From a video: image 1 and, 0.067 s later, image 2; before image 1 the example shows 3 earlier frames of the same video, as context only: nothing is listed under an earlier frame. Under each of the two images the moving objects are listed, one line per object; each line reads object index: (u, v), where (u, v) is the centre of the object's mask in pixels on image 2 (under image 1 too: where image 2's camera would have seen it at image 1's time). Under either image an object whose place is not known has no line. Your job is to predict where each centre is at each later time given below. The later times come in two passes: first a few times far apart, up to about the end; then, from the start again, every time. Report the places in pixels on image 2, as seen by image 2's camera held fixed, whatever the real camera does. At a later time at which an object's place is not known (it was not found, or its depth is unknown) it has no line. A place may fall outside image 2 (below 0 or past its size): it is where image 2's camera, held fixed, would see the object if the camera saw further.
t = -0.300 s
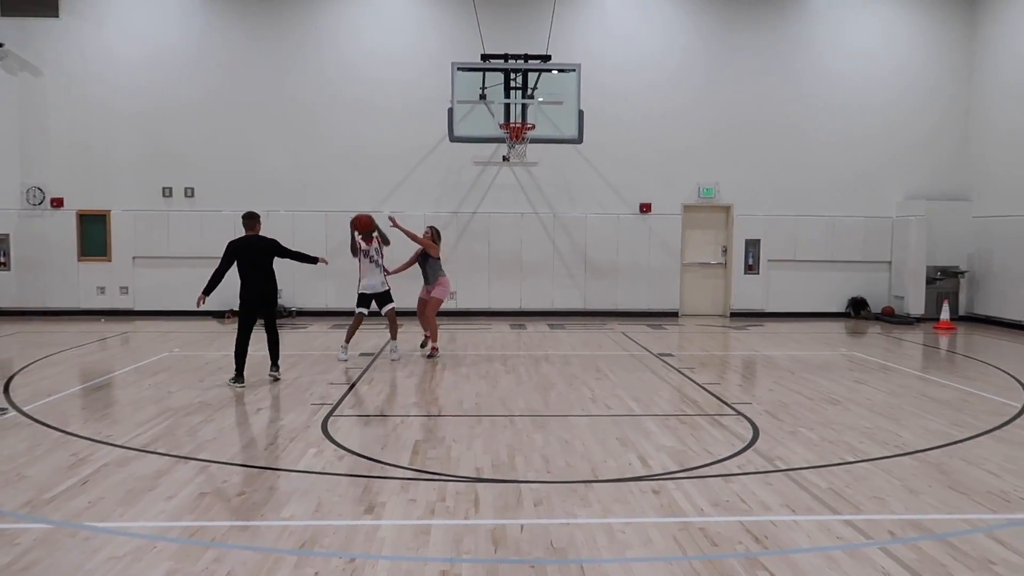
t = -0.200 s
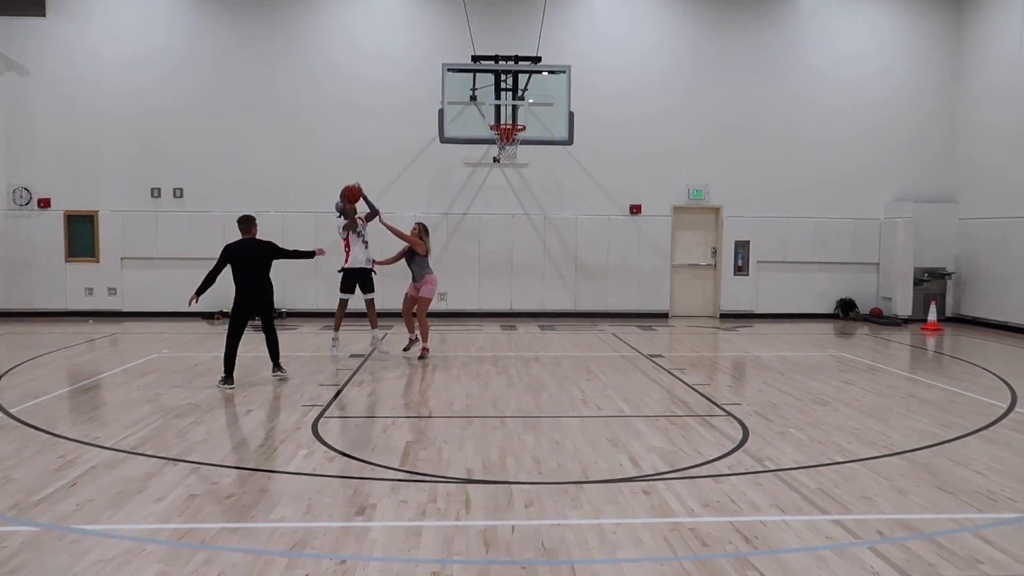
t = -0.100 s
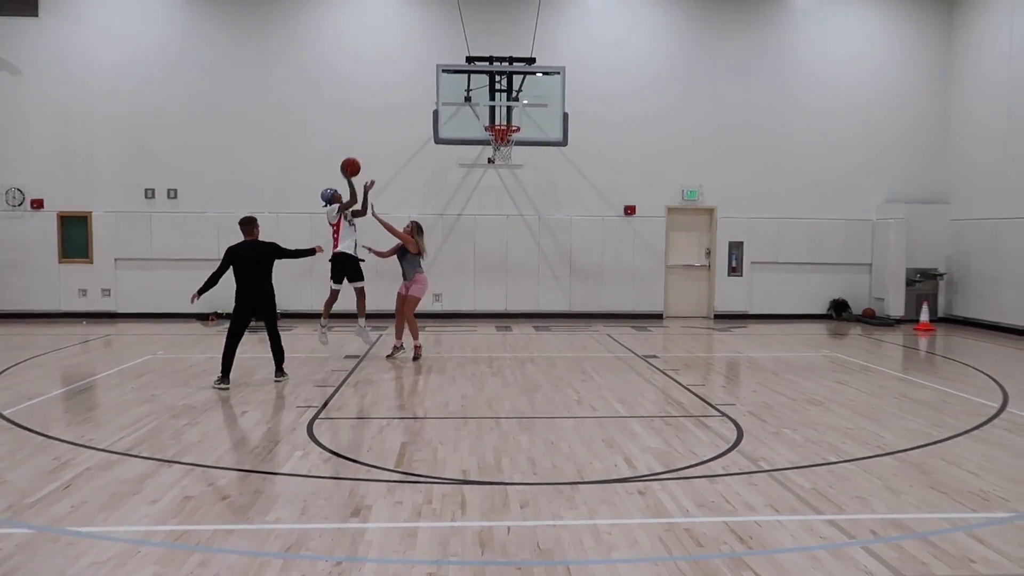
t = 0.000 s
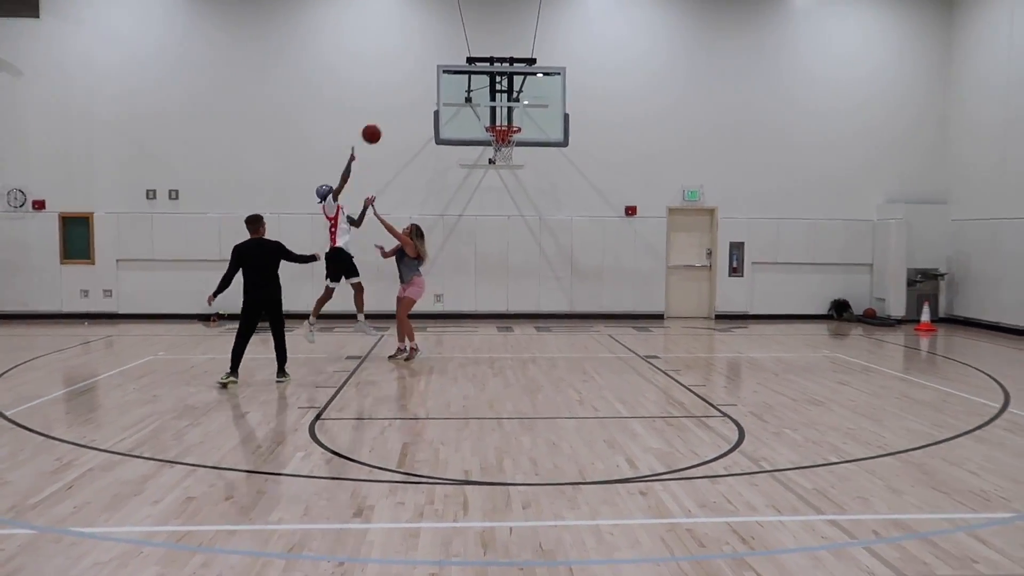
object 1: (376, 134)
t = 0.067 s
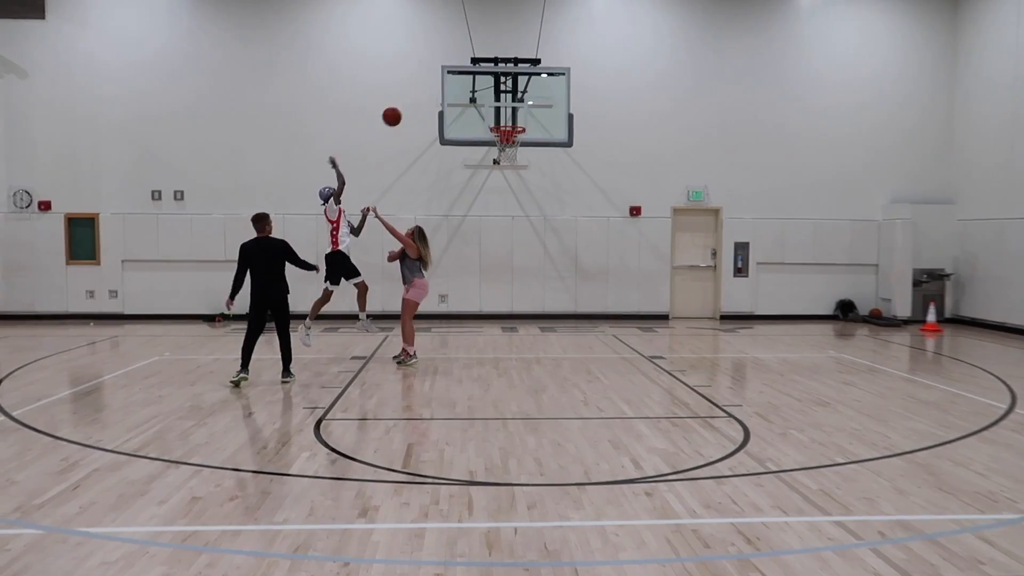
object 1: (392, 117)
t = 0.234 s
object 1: (430, 89)
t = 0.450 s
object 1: (475, 87)
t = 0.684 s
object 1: (520, 119)
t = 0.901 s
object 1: (542, 131)
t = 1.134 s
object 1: (564, 174)
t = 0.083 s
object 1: (396, 113)
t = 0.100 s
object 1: (400, 109)
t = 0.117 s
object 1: (403, 106)
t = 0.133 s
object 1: (407, 103)
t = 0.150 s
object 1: (411, 100)
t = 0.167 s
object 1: (415, 97)
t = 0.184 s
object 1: (419, 95)
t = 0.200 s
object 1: (423, 93)
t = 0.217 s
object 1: (426, 91)
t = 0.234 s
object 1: (430, 89)
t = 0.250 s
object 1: (434, 88)
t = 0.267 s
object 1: (437, 86)
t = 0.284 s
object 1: (441, 85)
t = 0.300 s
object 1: (444, 84)
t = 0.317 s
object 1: (448, 84)
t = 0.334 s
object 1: (451, 84)
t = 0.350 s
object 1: (455, 84)
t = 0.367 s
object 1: (458, 84)
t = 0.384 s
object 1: (462, 84)
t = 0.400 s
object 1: (465, 84)
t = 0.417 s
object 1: (469, 85)
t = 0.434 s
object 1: (472, 86)
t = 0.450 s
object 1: (475, 87)
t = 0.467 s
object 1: (479, 88)
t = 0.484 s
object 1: (482, 89)
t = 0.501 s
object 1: (485, 91)
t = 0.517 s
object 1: (488, 92)
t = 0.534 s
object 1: (491, 94)
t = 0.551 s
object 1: (495, 97)
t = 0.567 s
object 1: (498, 99)
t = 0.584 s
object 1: (501, 102)
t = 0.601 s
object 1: (504, 105)
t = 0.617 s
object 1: (508, 108)
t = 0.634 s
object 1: (511, 111)
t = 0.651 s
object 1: (513, 114)
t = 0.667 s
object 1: (517, 117)
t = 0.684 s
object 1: (520, 119)
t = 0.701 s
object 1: (525, 122)
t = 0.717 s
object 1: (526, 123)
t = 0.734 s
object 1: (527, 123)
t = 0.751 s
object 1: (529, 123)
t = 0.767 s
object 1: (530, 124)
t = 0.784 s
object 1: (532, 124)
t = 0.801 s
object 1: (533, 124)
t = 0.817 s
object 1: (534, 125)
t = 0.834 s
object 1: (536, 126)
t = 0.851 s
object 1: (537, 127)
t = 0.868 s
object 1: (539, 128)
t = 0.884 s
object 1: (540, 130)
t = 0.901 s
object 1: (542, 131)
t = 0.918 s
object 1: (543, 133)
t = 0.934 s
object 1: (545, 135)
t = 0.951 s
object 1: (547, 136)
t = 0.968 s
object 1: (548, 139)
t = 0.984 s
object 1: (549, 142)
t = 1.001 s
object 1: (551, 145)
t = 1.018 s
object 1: (553, 148)
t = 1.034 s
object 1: (554, 152)
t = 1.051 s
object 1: (556, 154)
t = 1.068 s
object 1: (557, 158)
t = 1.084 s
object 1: (559, 162)
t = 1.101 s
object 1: (560, 166)
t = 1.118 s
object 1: (562, 170)
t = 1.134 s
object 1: (564, 174)
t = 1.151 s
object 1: (565, 179)
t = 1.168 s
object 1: (566, 184)
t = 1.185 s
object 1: (568, 189)
